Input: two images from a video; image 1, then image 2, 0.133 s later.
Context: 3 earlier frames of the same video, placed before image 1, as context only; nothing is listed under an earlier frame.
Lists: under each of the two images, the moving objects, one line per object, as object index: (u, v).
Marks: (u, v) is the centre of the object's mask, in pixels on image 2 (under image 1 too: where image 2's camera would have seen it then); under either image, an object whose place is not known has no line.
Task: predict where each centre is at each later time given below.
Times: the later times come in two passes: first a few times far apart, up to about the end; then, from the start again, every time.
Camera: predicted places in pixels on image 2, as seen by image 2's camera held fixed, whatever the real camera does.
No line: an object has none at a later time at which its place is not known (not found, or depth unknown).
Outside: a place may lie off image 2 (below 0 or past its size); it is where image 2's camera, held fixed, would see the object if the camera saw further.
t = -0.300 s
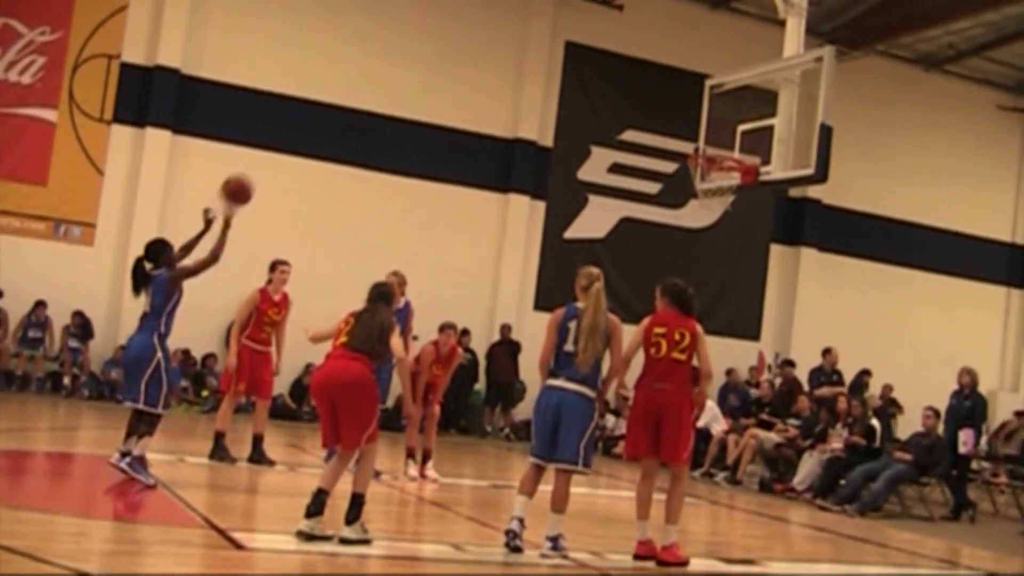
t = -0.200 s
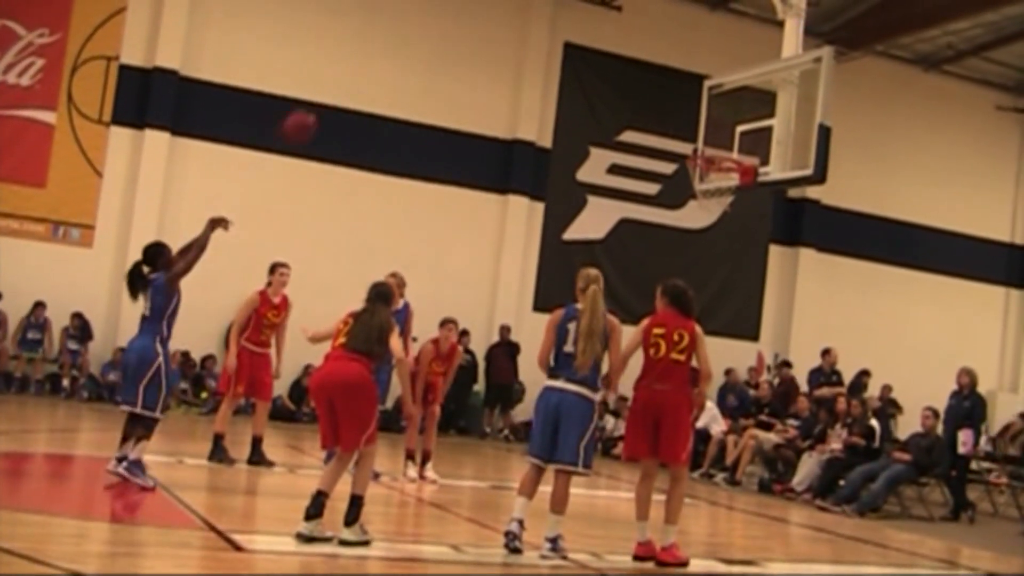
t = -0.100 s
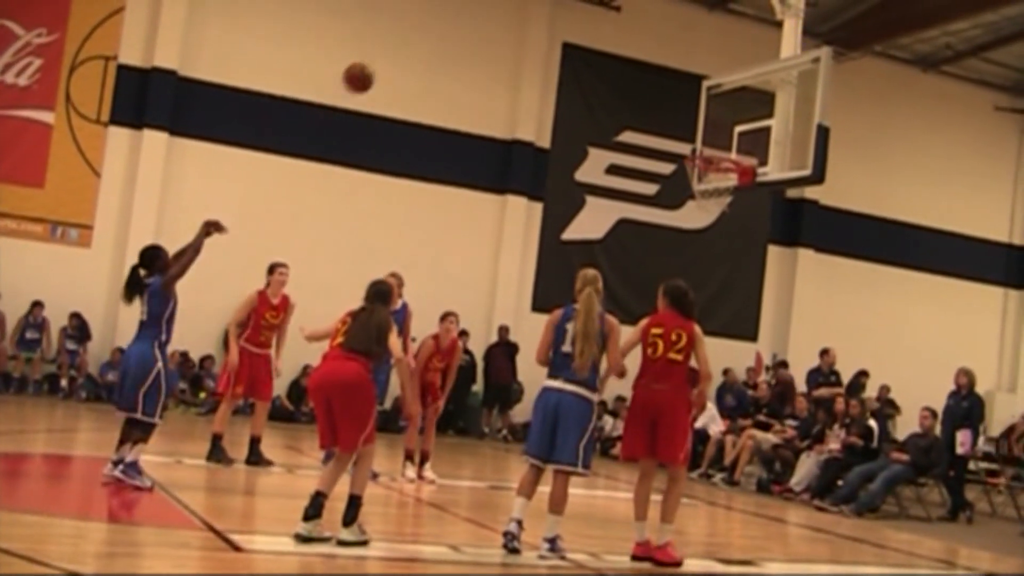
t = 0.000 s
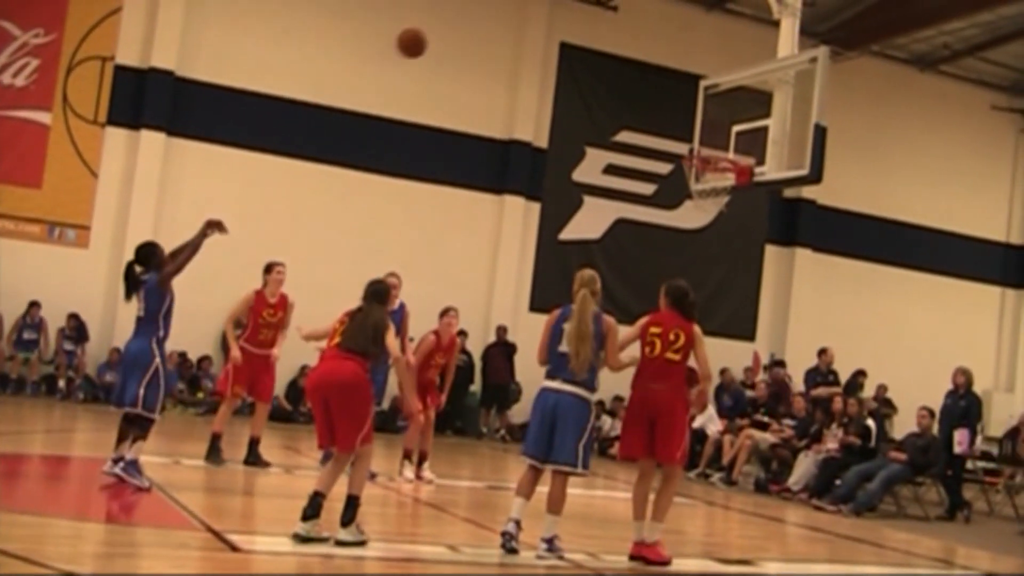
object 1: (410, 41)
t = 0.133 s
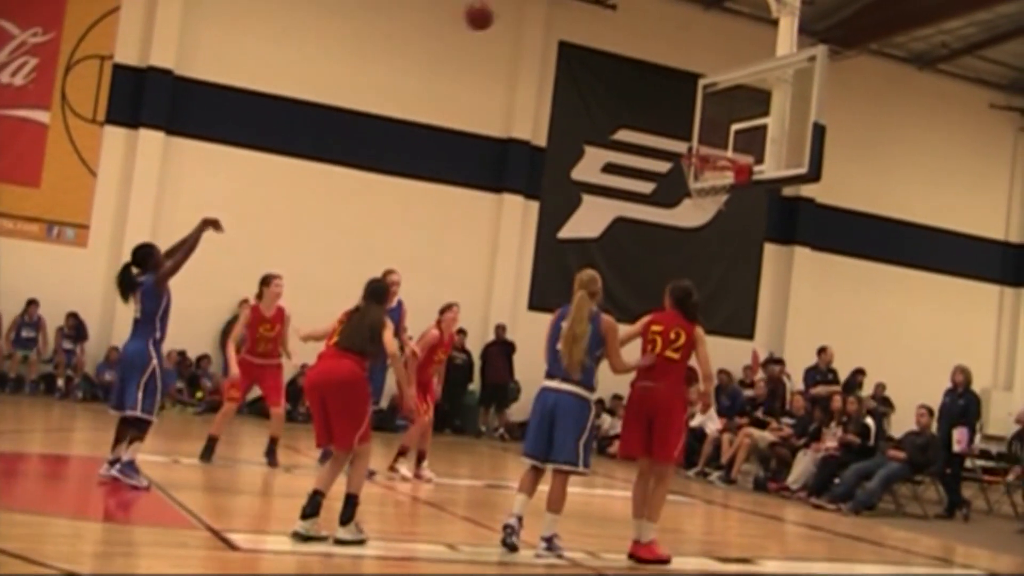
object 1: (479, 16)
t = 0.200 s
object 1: (511, 12)
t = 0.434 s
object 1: (613, 35)
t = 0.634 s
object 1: (687, 102)
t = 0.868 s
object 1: (704, 166)
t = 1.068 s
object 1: (721, 191)
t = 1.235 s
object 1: (726, 224)
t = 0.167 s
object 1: (495, 13)
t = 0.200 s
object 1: (511, 12)
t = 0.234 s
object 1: (526, 12)
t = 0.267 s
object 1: (541, 12)
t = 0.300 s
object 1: (556, 13)
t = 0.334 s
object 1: (571, 18)
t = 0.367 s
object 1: (585, 23)
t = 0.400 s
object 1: (599, 28)
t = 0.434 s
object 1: (613, 35)
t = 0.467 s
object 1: (626, 44)
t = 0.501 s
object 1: (639, 54)
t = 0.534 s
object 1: (652, 65)
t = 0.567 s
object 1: (664, 76)
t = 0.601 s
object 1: (676, 88)
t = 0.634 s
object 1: (687, 102)
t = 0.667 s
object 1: (699, 117)
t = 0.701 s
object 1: (713, 130)
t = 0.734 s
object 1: (724, 150)
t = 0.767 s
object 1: (719, 156)
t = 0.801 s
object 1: (705, 166)
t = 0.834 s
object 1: (703, 166)
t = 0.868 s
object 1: (704, 166)
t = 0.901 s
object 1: (705, 169)
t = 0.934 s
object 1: (708, 172)
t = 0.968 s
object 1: (714, 177)
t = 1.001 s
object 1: (717, 180)
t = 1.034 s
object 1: (720, 185)
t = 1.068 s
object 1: (721, 191)
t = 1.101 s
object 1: (722, 197)
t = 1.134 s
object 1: (722, 203)
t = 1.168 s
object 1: (724, 209)
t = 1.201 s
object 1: (726, 216)
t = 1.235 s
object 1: (726, 224)
